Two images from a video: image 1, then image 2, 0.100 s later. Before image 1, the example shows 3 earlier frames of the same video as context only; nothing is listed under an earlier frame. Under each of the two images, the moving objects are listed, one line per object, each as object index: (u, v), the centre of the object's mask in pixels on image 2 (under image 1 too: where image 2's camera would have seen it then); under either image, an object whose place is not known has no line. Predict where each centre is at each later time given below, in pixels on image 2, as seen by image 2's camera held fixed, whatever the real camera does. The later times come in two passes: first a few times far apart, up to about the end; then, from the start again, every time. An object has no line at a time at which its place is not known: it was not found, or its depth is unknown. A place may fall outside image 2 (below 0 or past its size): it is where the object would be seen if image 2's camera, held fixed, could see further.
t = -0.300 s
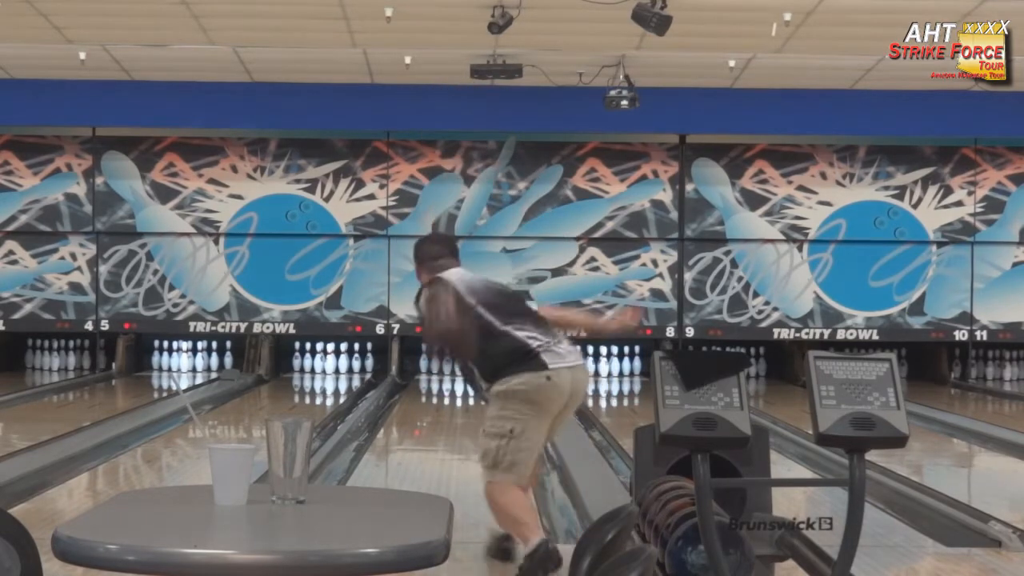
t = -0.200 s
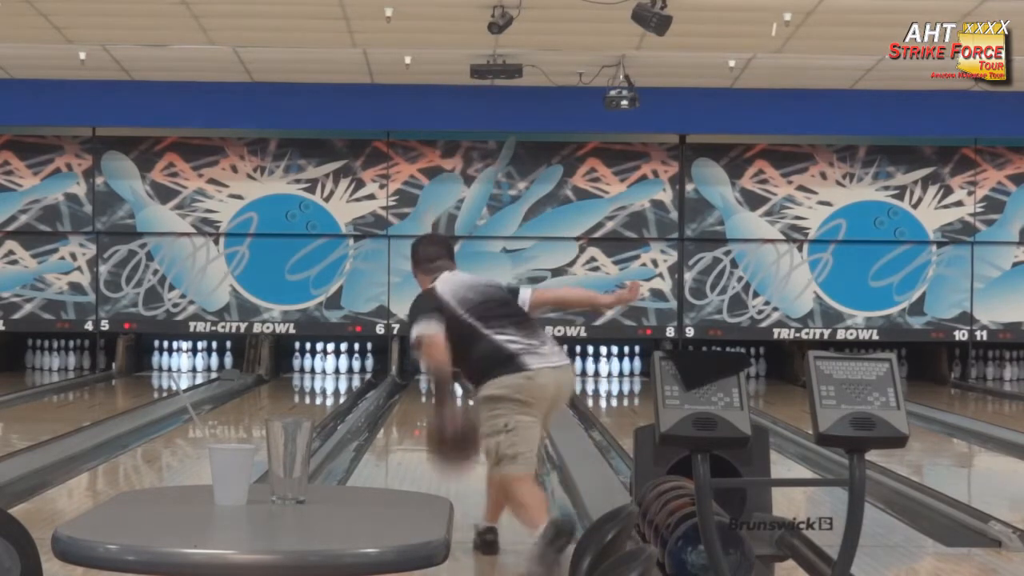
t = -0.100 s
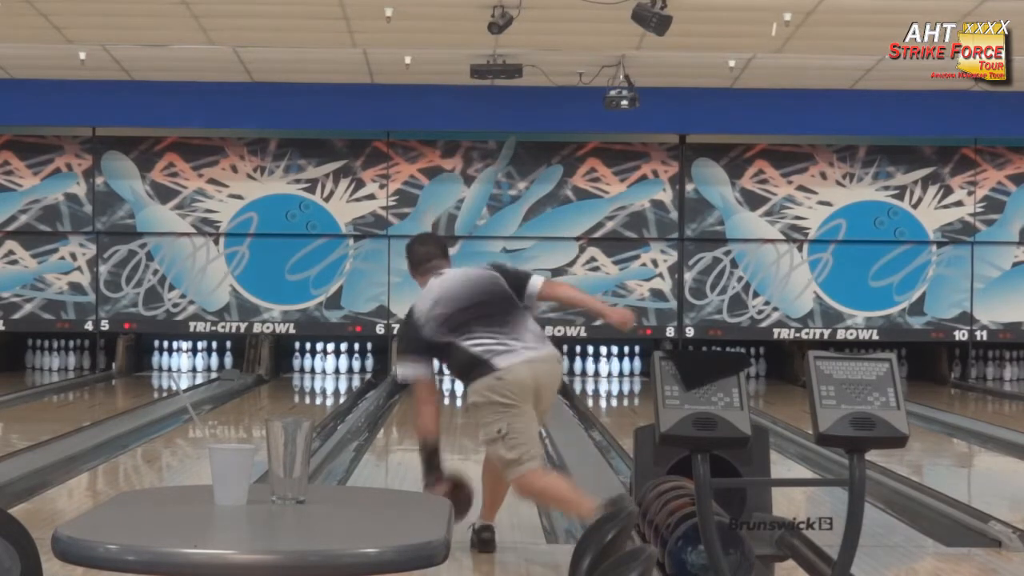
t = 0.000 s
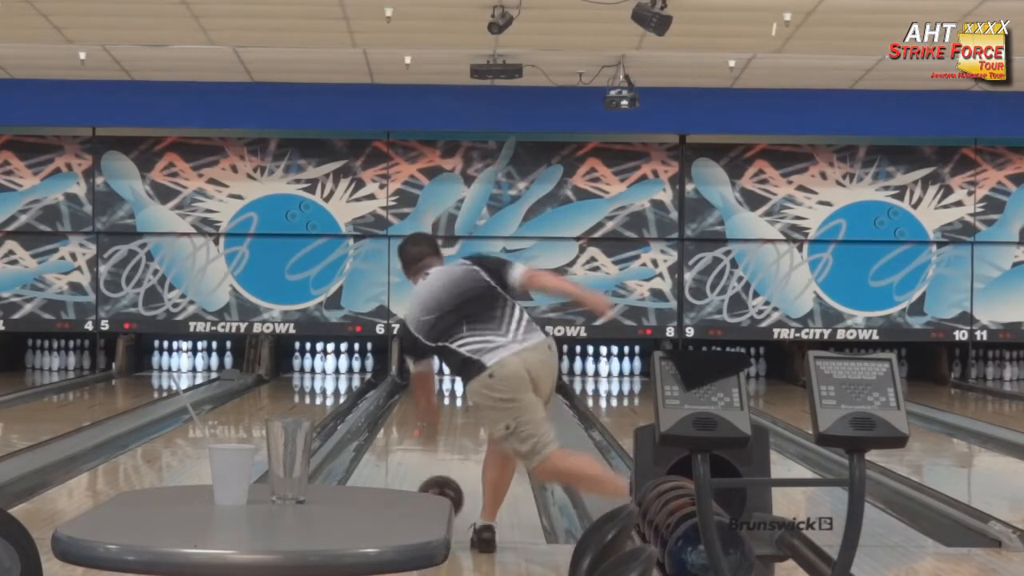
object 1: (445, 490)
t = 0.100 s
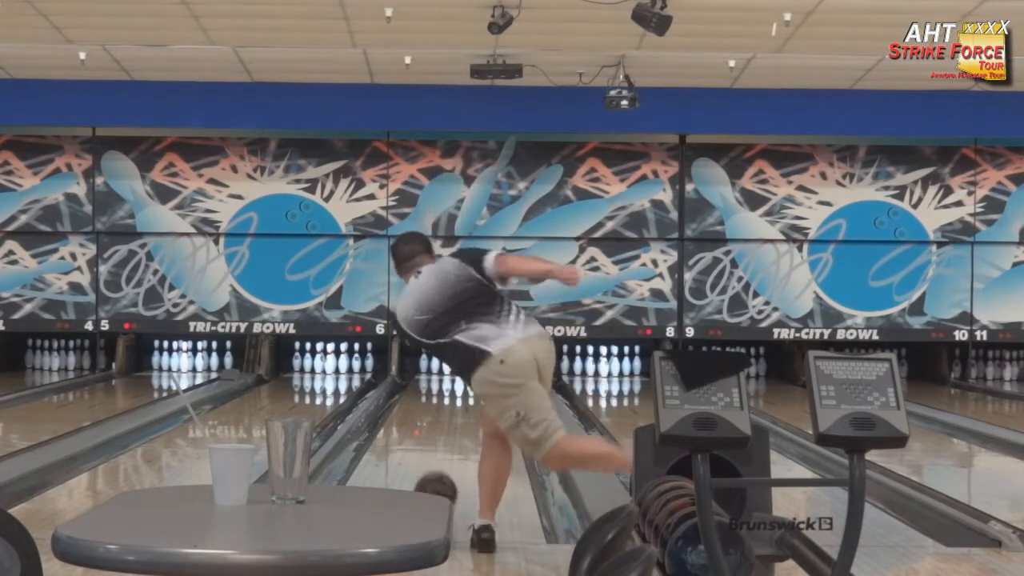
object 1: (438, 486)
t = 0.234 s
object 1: (432, 474)
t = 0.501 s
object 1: (427, 445)
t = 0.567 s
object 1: (427, 439)
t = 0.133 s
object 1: (436, 483)
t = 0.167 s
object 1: (434, 480)
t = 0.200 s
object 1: (433, 477)
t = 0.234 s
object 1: (432, 474)
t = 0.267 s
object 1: (431, 470)
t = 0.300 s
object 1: (430, 466)
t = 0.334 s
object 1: (430, 463)
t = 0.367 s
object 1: (429, 458)
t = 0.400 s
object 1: (429, 455)
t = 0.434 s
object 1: (428, 451)
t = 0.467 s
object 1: (427, 448)
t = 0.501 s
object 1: (427, 445)
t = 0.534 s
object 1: (427, 442)
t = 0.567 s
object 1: (427, 439)
